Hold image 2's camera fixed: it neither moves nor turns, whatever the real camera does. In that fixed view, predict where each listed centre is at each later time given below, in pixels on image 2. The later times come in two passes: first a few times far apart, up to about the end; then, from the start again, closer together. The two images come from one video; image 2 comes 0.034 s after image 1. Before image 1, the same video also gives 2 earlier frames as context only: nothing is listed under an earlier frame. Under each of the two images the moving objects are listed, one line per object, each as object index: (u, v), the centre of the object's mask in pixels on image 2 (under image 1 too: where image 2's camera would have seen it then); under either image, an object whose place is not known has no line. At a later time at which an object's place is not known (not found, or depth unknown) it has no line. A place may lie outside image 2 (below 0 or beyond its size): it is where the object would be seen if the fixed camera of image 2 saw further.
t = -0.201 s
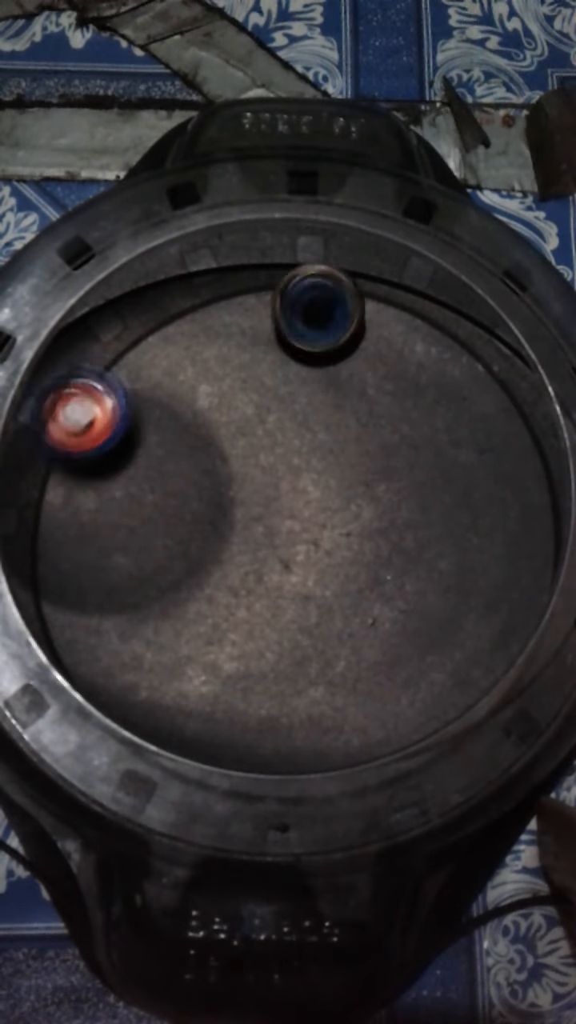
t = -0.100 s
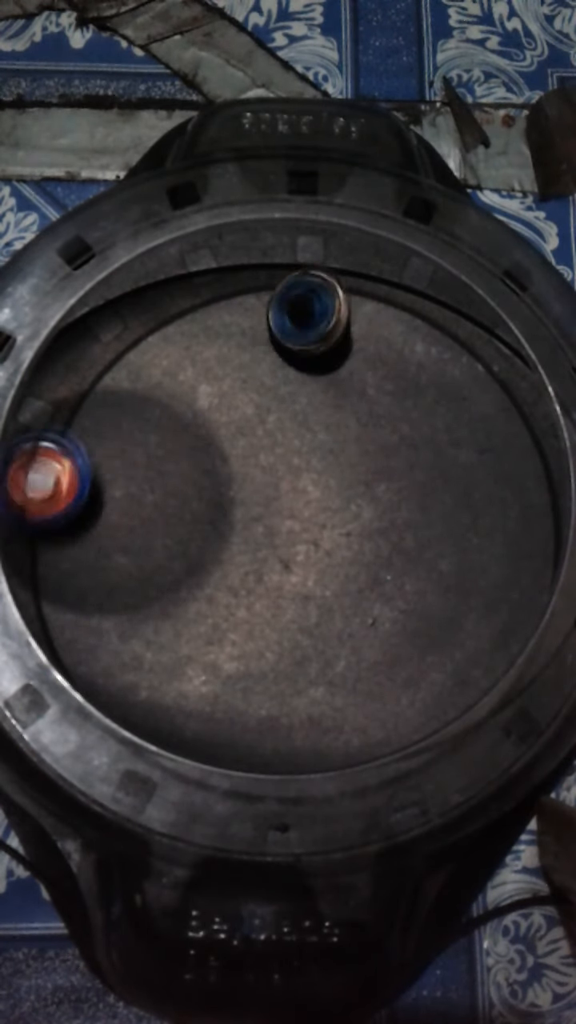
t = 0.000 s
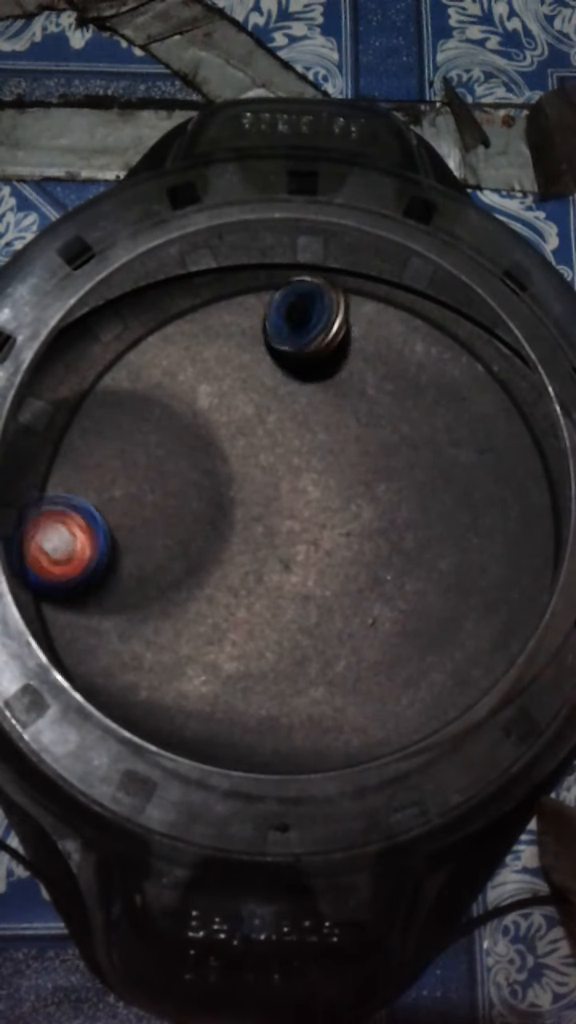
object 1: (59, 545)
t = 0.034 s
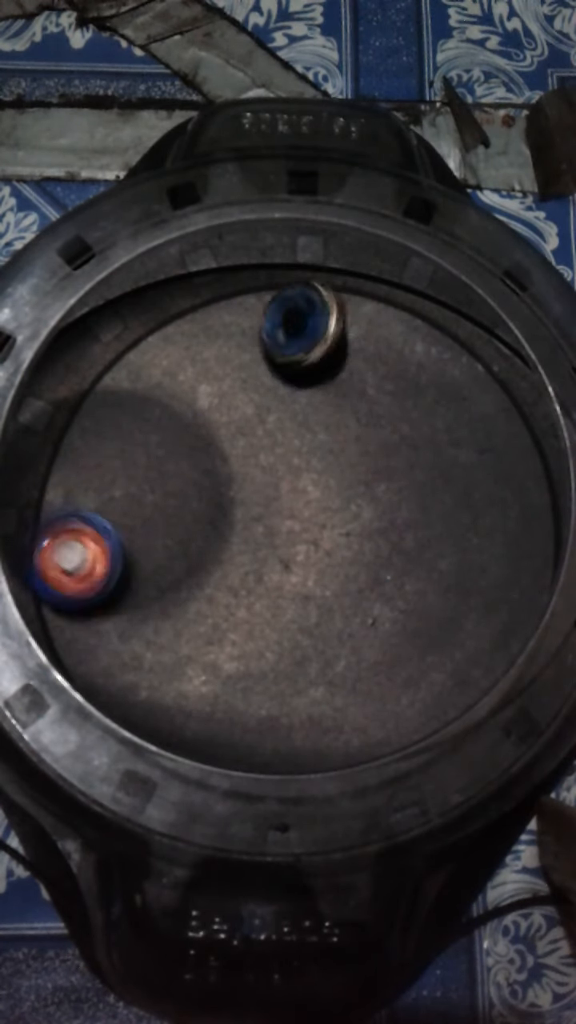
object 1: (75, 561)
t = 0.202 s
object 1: (174, 587)
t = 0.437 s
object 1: (239, 509)
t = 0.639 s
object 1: (166, 427)
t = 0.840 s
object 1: (41, 458)
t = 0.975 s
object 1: (35, 545)
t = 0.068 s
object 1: (92, 573)
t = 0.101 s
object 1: (114, 582)
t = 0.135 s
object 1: (136, 588)
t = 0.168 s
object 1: (155, 590)
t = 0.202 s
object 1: (174, 587)
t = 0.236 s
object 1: (192, 581)
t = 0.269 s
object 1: (206, 573)
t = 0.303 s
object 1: (218, 563)
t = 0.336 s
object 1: (228, 551)
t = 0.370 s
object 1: (233, 539)
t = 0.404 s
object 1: (238, 525)
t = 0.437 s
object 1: (239, 509)
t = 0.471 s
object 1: (236, 494)
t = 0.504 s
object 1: (228, 479)
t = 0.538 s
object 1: (217, 462)
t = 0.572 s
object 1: (204, 449)
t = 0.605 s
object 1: (186, 435)
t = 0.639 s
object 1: (166, 427)
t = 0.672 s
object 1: (144, 422)
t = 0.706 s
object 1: (122, 422)
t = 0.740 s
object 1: (98, 426)
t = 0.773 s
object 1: (78, 431)
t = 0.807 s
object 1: (57, 442)
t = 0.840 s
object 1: (41, 458)
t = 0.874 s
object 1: (32, 476)
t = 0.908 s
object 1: (28, 500)
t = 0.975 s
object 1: (35, 545)
